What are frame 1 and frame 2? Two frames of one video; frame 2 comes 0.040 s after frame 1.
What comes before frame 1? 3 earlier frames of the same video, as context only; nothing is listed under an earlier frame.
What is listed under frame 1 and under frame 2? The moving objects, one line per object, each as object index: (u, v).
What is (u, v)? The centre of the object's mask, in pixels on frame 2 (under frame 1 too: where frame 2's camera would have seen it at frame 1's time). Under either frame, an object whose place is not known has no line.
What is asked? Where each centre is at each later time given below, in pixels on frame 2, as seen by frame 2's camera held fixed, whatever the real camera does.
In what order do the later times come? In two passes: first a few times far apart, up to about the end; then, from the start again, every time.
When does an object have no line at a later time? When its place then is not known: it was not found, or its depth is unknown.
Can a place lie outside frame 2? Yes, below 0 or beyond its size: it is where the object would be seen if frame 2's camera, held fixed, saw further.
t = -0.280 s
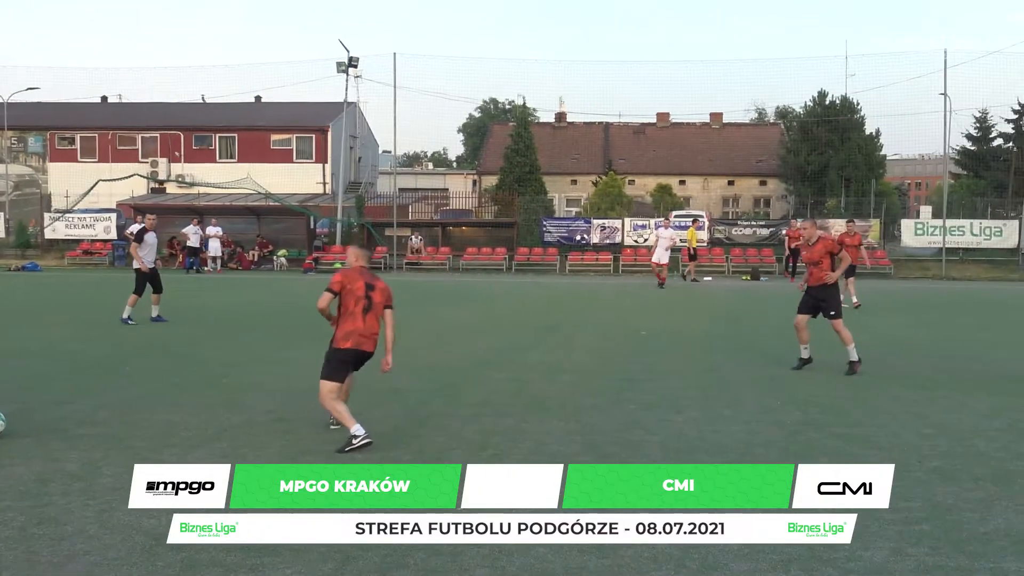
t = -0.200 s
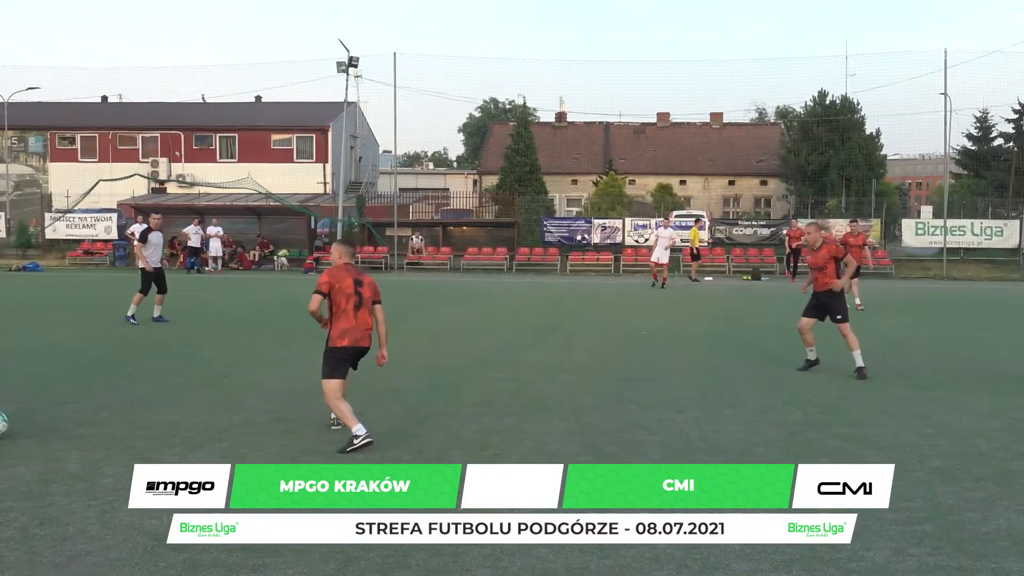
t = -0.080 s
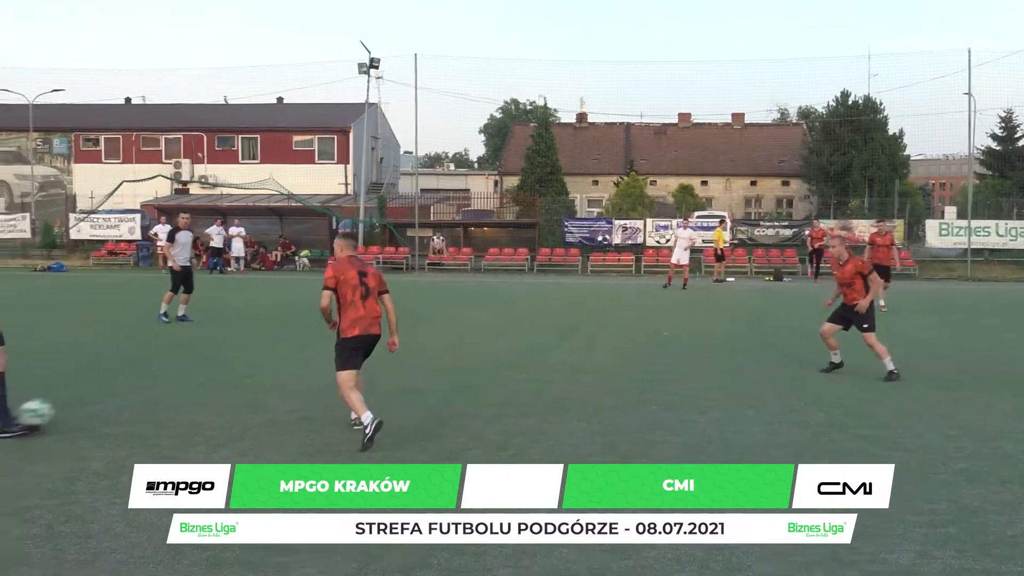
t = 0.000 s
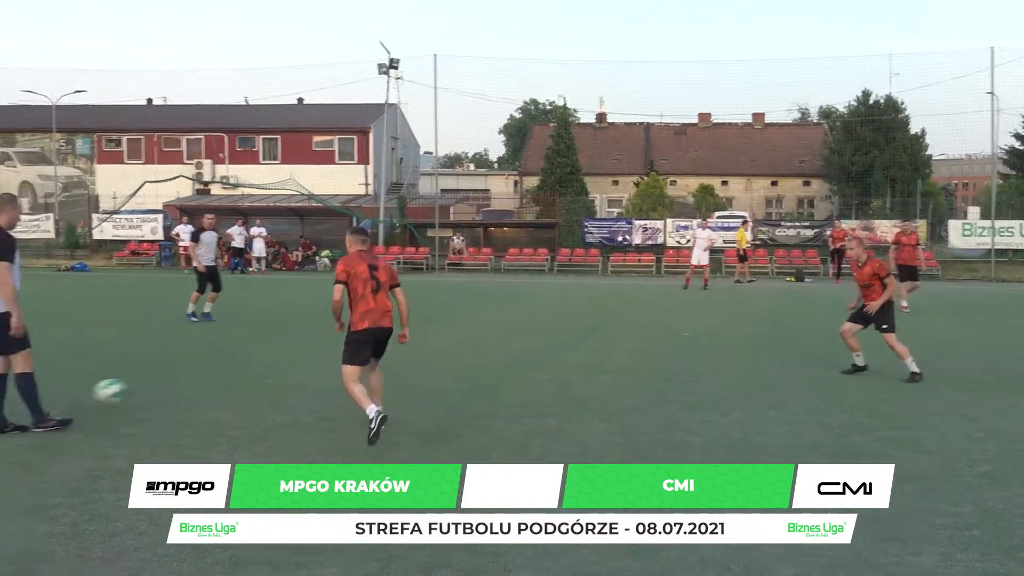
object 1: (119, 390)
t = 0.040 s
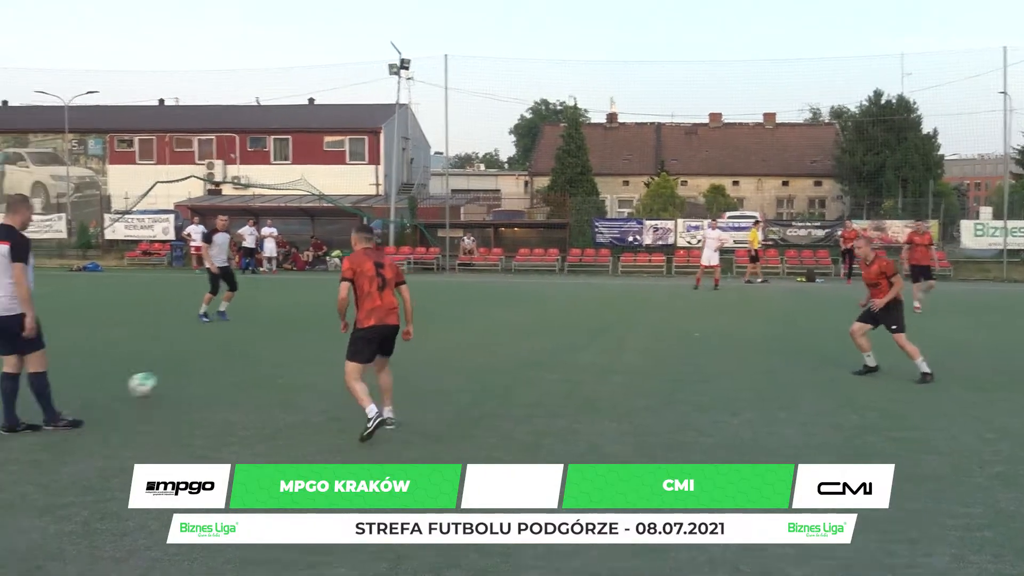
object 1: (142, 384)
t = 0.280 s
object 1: (240, 363)
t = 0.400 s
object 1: (270, 360)
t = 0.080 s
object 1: (165, 380)
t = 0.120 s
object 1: (186, 379)
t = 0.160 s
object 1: (204, 380)
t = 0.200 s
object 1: (217, 373)
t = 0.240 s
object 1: (229, 367)
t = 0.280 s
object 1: (240, 363)
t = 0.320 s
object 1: (250, 360)
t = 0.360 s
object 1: (261, 359)
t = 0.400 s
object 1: (270, 360)
